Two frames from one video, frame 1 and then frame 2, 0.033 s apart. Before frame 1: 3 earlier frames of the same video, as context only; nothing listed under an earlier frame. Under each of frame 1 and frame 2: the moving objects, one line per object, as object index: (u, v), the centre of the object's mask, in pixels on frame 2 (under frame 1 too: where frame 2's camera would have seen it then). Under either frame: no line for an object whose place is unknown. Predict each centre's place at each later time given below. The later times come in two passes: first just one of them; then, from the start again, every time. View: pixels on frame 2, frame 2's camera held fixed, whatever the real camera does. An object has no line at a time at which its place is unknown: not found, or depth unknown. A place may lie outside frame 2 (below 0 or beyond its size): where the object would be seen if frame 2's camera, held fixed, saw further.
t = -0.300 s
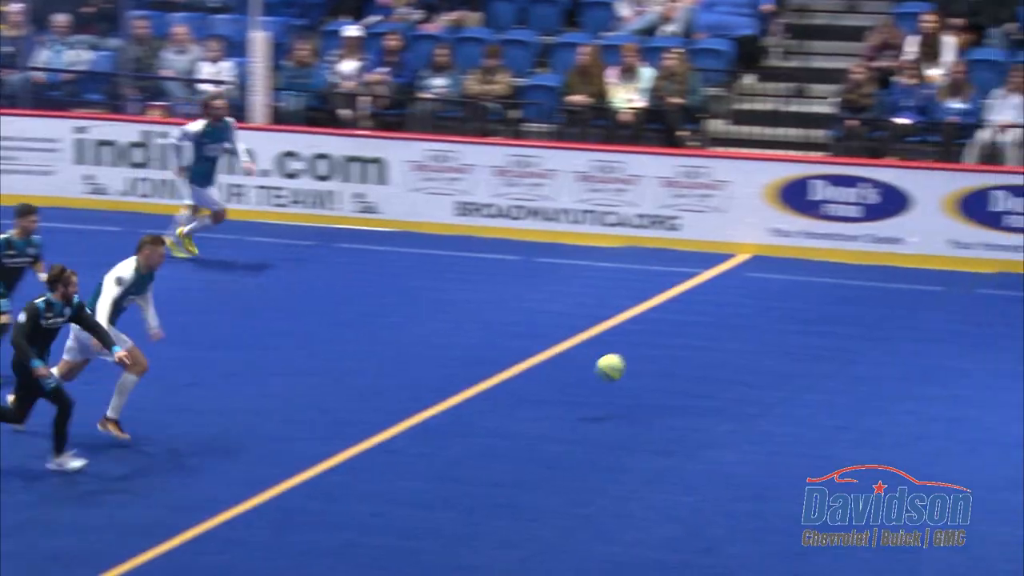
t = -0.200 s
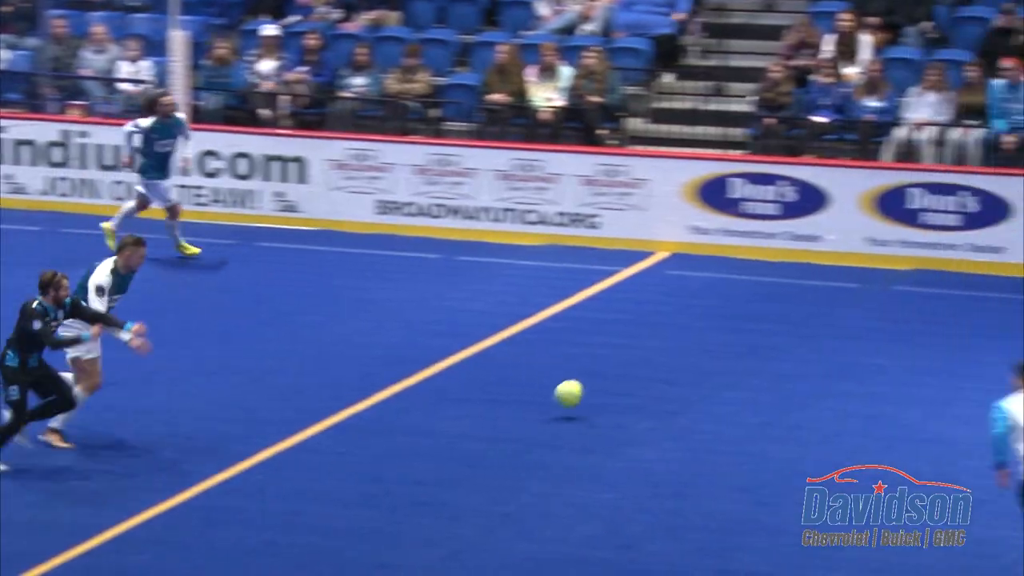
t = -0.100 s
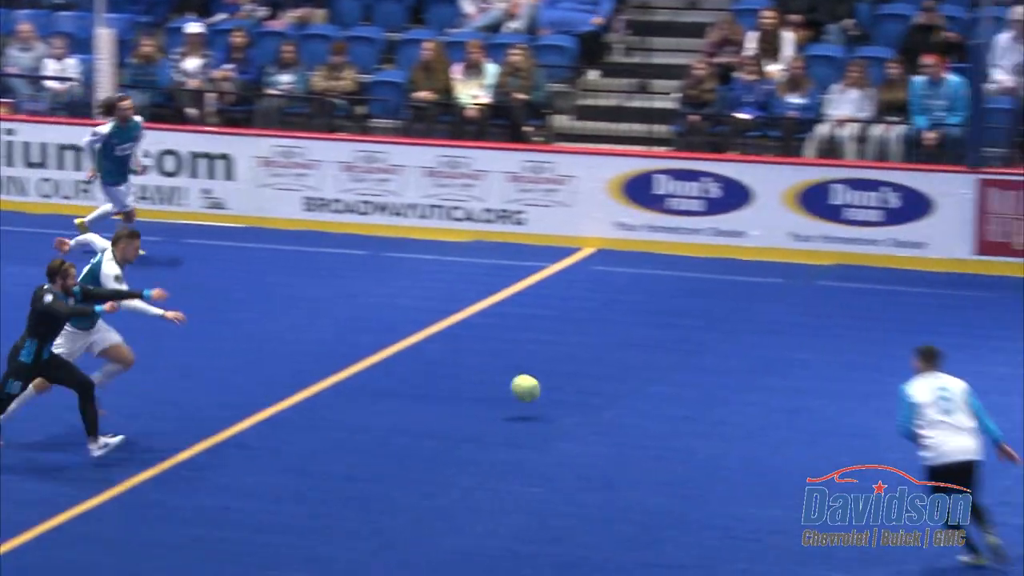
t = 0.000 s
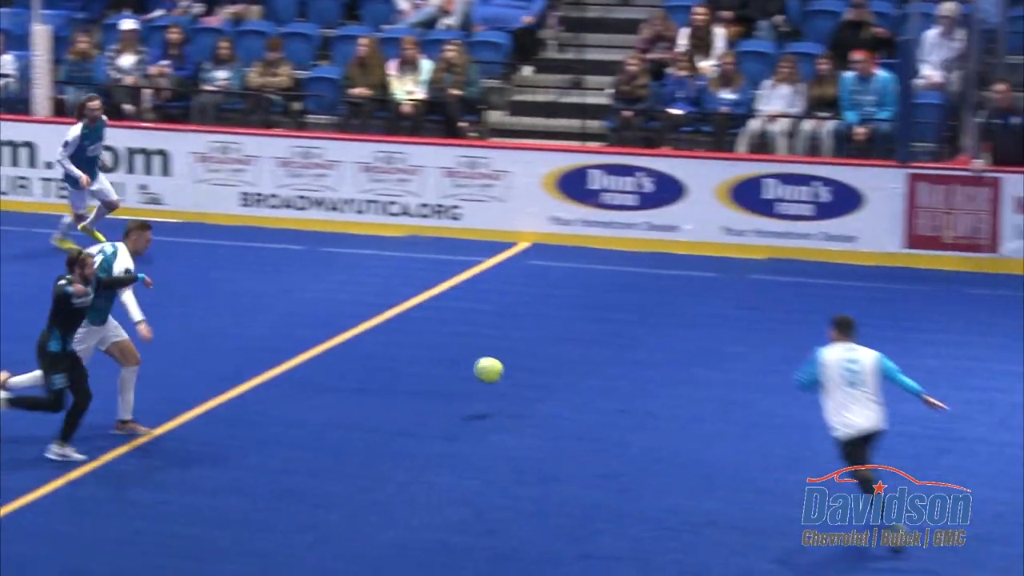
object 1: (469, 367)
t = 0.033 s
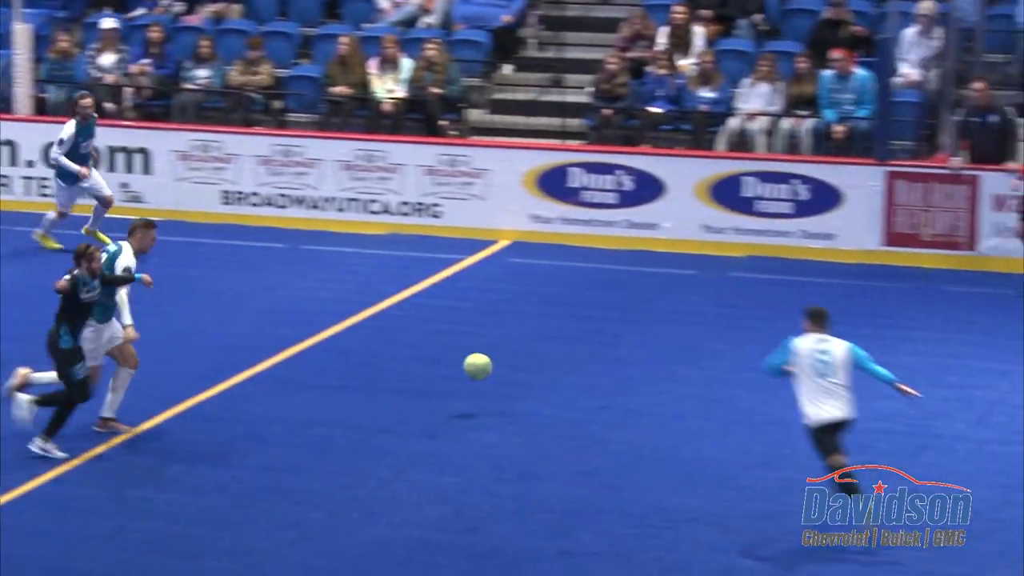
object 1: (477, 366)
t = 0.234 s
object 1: (530, 385)
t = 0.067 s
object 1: (486, 366)
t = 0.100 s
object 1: (495, 367)
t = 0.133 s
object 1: (504, 369)
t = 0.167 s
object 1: (513, 374)
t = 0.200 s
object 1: (522, 379)
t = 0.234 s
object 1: (530, 385)
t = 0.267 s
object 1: (539, 393)
